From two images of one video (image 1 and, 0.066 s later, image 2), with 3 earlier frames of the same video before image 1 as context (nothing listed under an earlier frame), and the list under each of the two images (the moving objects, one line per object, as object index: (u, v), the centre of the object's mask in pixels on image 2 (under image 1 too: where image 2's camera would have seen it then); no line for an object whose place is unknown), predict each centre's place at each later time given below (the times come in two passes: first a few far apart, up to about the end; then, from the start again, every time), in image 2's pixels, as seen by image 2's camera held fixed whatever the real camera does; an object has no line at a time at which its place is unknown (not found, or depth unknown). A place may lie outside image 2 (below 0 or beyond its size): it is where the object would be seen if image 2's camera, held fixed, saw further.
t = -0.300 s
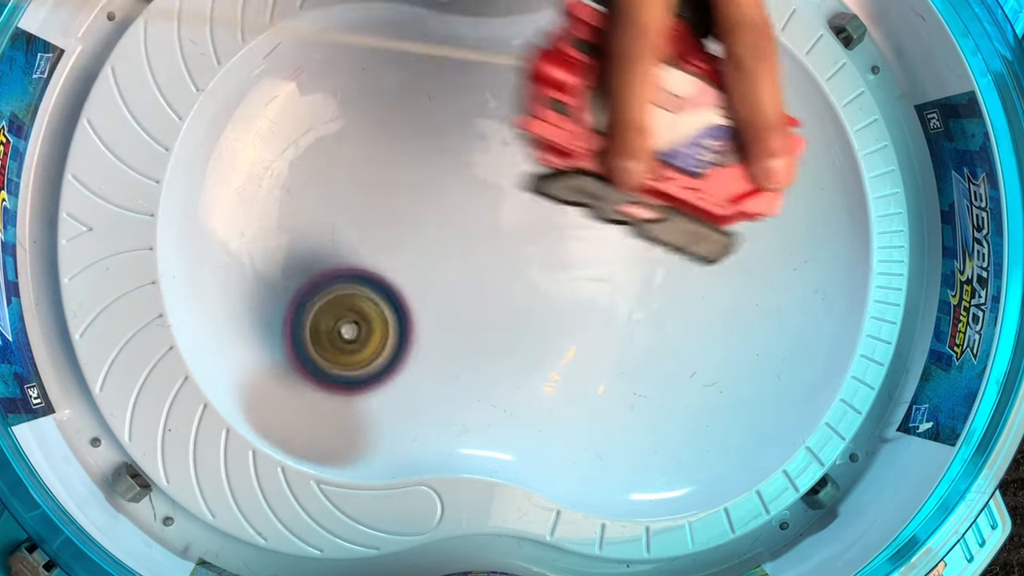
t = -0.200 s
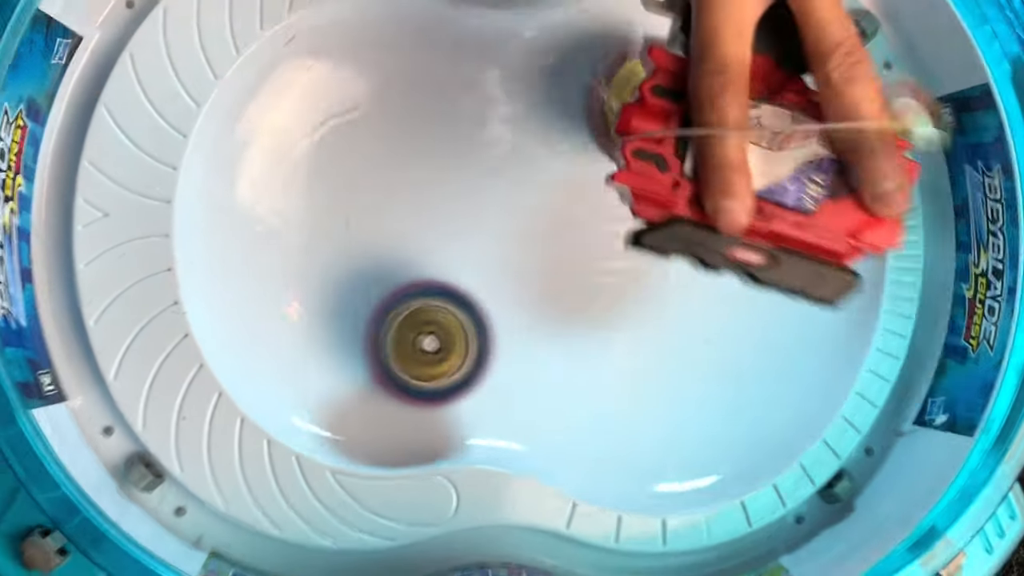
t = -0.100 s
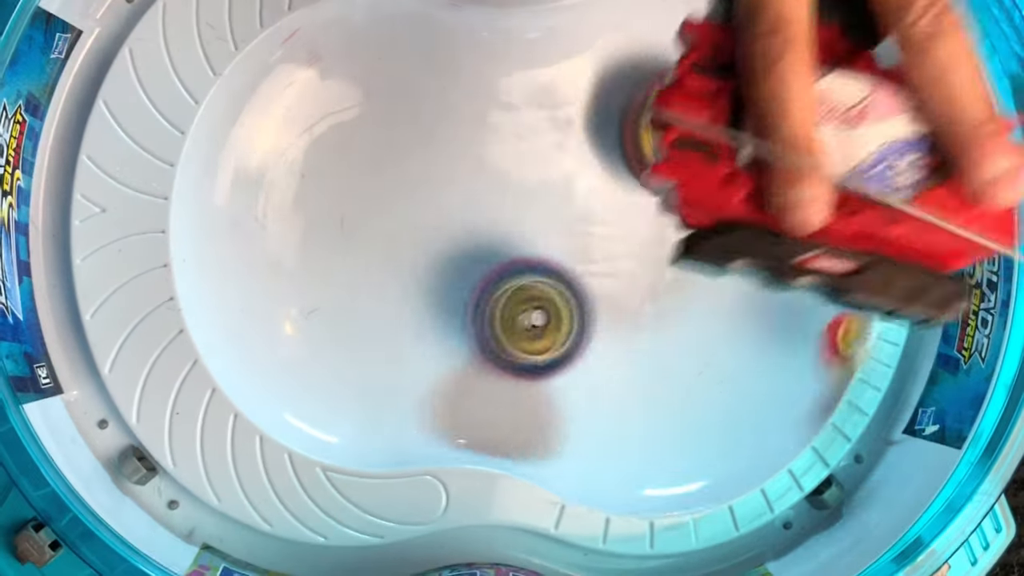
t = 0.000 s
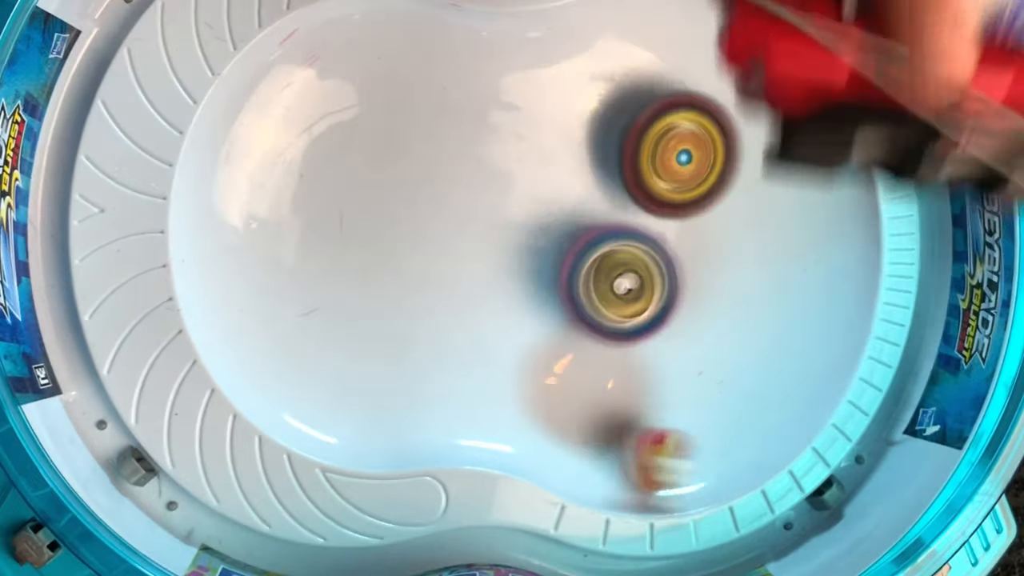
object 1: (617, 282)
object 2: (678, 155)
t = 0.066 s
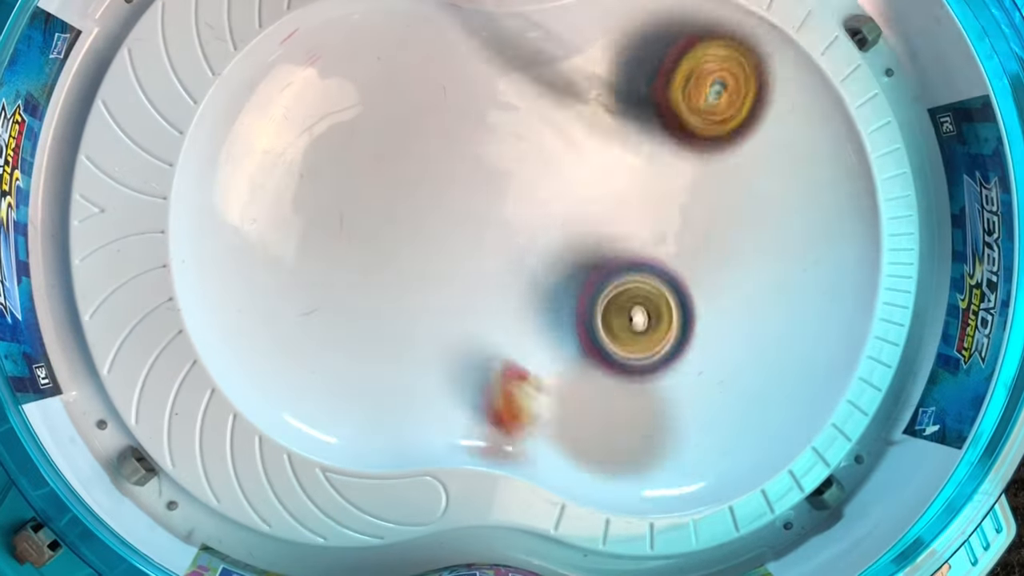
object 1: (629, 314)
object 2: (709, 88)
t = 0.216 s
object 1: (665, 371)
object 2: (682, 43)
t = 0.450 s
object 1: (725, 291)
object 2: (568, 177)
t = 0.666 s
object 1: (775, 278)
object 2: (486, 129)
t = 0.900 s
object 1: (687, 219)
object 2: (489, 234)
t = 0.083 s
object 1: (634, 327)
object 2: (717, 66)
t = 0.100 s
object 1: (633, 335)
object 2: (722, 53)
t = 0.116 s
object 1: (637, 346)
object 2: (723, 45)
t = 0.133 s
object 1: (640, 354)
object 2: (721, 41)
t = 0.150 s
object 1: (643, 361)
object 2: (717, 37)
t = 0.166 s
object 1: (647, 366)
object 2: (711, 36)
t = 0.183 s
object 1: (653, 370)
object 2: (703, 37)
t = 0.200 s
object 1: (659, 372)
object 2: (693, 39)
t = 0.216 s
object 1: (665, 371)
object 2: (682, 43)
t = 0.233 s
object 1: (671, 370)
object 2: (669, 48)
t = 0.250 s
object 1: (677, 367)
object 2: (656, 57)
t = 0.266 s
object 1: (683, 362)
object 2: (642, 69)
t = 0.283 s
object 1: (689, 355)
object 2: (630, 83)
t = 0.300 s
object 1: (694, 347)
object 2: (619, 99)
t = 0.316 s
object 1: (699, 337)
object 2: (610, 114)
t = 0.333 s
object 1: (702, 326)
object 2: (603, 130)
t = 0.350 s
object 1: (704, 315)
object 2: (599, 146)
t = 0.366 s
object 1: (705, 303)
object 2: (595, 160)
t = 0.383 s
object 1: (704, 291)
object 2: (593, 174)
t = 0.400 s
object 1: (702, 278)
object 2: (591, 188)
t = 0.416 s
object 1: (700, 269)
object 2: (590, 198)
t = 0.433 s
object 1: (713, 279)
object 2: (578, 188)
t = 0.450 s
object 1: (725, 291)
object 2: (568, 177)
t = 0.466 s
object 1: (737, 302)
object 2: (558, 164)
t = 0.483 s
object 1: (747, 311)
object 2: (546, 152)
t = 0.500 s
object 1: (756, 318)
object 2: (532, 141)
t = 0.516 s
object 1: (763, 322)
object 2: (519, 130)
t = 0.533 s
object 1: (770, 325)
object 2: (509, 123)
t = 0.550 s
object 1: (774, 325)
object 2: (504, 121)
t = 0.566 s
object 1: (778, 323)
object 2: (498, 120)
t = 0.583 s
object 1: (780, 319)
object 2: (492, 120)
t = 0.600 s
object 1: (782, 314)
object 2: (489, 120)
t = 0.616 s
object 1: (782, 307)
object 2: (487, 121)
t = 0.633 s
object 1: (781, 298)
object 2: (486, 124)
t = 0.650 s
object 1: (779, 289)
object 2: (485, 126)
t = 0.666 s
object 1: (775, 278)
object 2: (486, 129)
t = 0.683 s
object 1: (770, 266)
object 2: (487, 133)
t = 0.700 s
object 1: (765, 254)
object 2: (487, 138)
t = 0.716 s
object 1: (757, 242)
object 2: (487, 144)
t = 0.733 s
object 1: (750, 232)
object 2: (490, 150)
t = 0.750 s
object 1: (741, 223)
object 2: (492, 157)
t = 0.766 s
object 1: (733, 215)
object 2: (497, 166)
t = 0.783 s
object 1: (719, 208)
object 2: (502, 175)
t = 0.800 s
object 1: (708, 203)
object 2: (508, 185)
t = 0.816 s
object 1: (696, 200)
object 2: (515, 195)
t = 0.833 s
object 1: (681, 197)
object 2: (524, 206)
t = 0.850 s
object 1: (675, 200)
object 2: (534, 218)
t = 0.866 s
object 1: (667, 203)
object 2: (534, 228)
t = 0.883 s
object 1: (674, 209)
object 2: (512, 231)
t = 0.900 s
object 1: (687, 219)
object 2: (489, 234)
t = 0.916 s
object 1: (699, 231)
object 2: (467, 238)
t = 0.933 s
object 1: (710, 242)
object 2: (445, 241)
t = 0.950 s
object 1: (720, 251)
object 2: (429, 246)
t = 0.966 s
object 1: (725, 260)
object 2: (413, 250)
